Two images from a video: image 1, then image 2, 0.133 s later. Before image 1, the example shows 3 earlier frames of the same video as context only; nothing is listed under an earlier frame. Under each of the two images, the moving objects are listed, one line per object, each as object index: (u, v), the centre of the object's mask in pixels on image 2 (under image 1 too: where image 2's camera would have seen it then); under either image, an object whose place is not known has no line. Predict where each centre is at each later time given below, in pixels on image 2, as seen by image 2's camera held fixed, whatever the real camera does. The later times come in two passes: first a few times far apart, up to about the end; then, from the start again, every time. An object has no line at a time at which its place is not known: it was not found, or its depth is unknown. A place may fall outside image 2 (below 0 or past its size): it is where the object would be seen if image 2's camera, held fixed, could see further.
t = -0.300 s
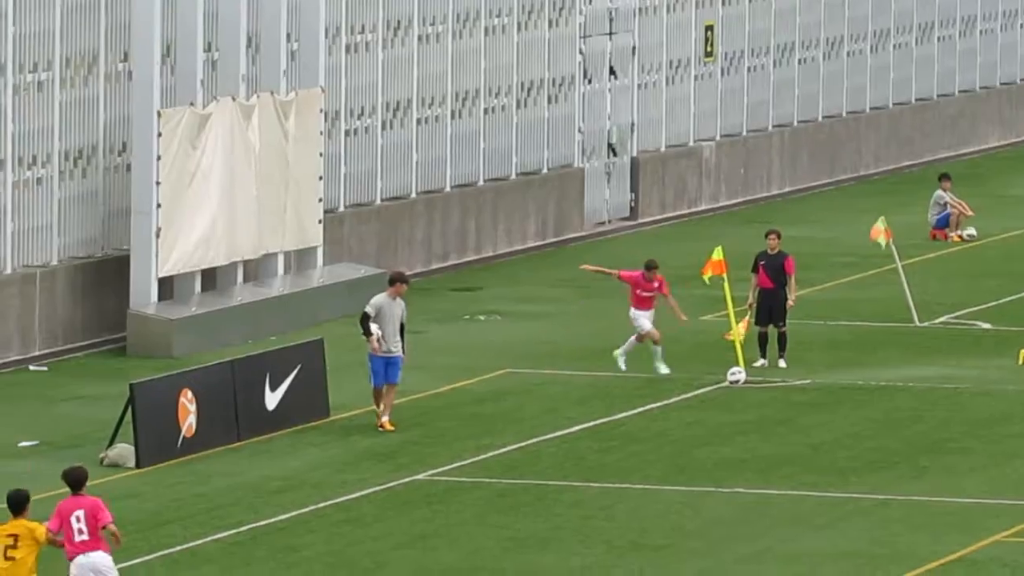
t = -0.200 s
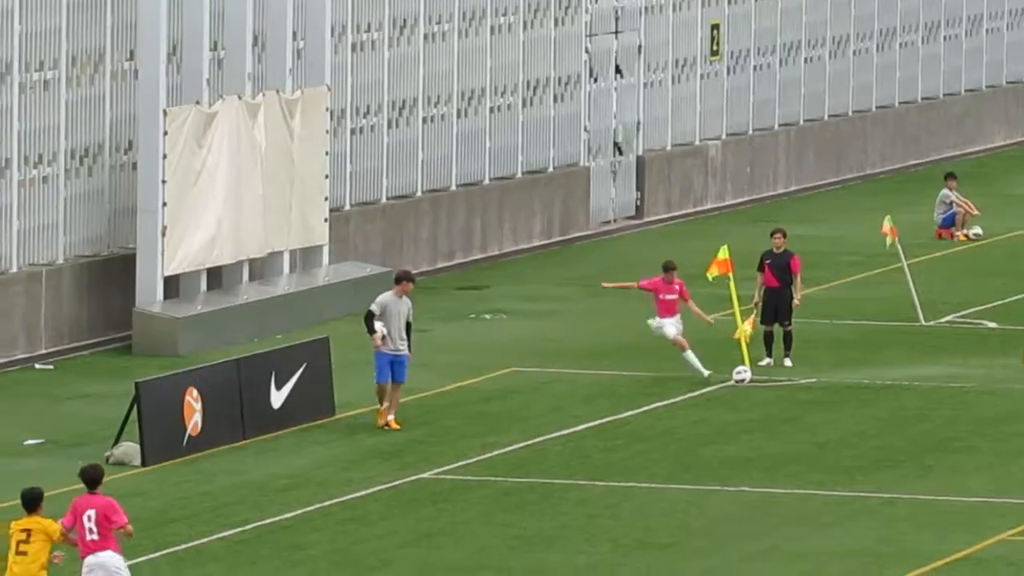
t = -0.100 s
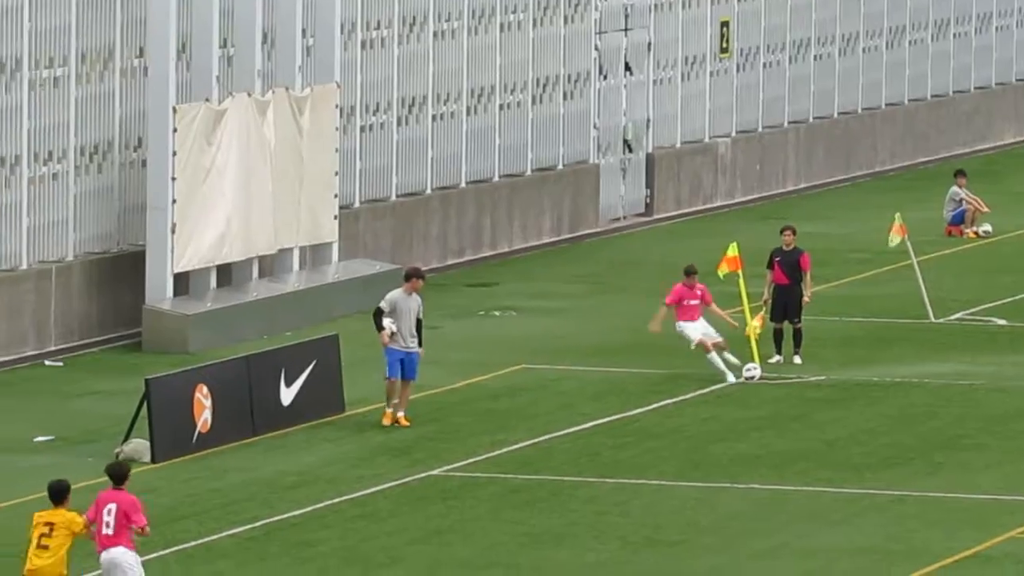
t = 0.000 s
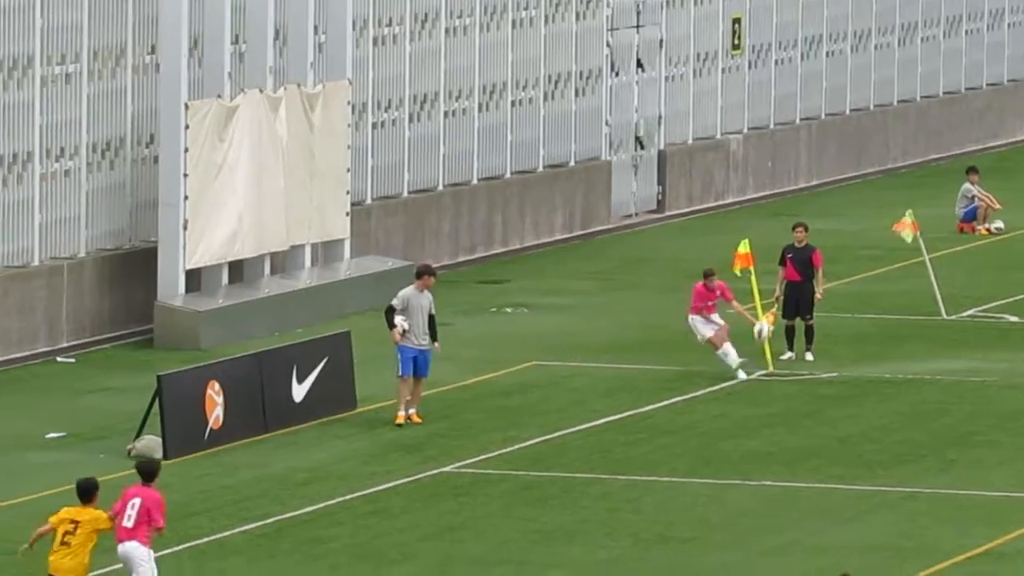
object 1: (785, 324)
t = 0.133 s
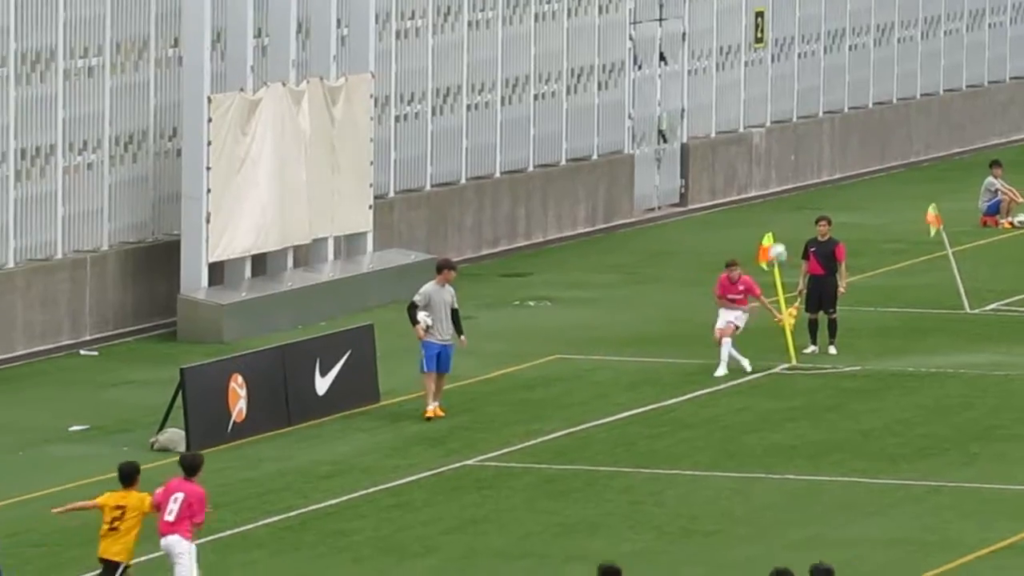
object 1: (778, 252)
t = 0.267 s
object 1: (763, 189)
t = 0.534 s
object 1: (716, 93)
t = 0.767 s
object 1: (657, 51)
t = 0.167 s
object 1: (773, 235)
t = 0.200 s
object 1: (770, 220)
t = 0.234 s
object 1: (767, 204)
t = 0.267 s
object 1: (763, 189)
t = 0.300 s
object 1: (757, 174)
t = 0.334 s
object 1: (753, 161)
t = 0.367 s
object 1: (749, 148)
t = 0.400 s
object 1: (742, 135)
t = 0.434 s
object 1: (736, 124)
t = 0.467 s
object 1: (730, 113)
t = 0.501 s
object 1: (724, 104)
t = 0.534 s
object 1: (716, 93)
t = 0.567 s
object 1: (710, 85)
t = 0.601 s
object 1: (702, 77)
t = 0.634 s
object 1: (694, 70)
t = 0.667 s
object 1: (684, 64)
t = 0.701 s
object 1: (675, 58)
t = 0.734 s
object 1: (667, 54)
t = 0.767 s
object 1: (657, 51)
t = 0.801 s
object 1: (646, 50)
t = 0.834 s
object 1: (635, 50)
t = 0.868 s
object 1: (623, 51)
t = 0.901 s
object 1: (613, 52)
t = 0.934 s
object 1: (602, 53)
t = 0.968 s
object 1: (588, 56)
